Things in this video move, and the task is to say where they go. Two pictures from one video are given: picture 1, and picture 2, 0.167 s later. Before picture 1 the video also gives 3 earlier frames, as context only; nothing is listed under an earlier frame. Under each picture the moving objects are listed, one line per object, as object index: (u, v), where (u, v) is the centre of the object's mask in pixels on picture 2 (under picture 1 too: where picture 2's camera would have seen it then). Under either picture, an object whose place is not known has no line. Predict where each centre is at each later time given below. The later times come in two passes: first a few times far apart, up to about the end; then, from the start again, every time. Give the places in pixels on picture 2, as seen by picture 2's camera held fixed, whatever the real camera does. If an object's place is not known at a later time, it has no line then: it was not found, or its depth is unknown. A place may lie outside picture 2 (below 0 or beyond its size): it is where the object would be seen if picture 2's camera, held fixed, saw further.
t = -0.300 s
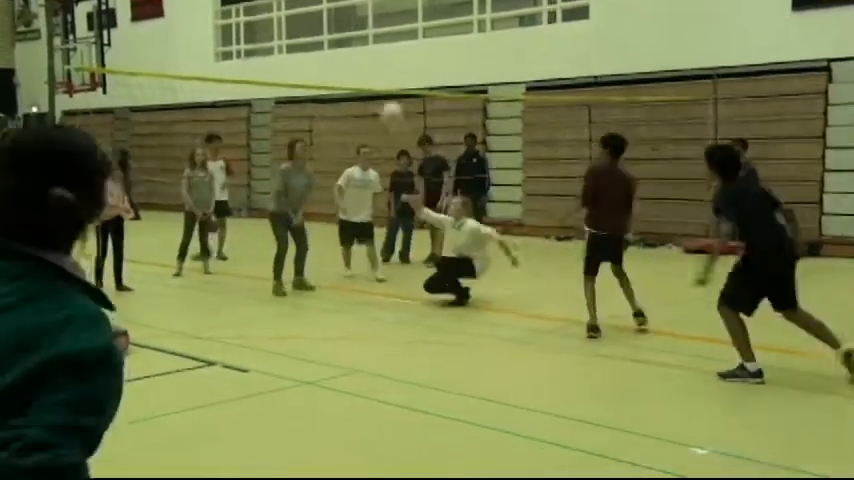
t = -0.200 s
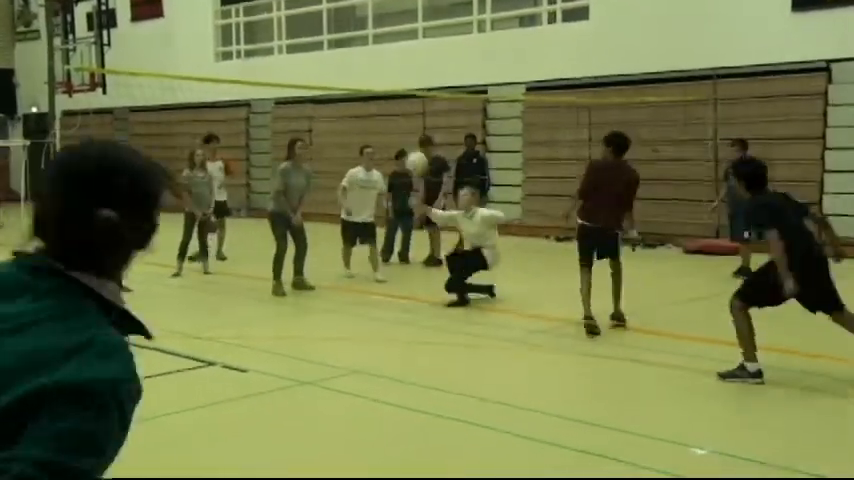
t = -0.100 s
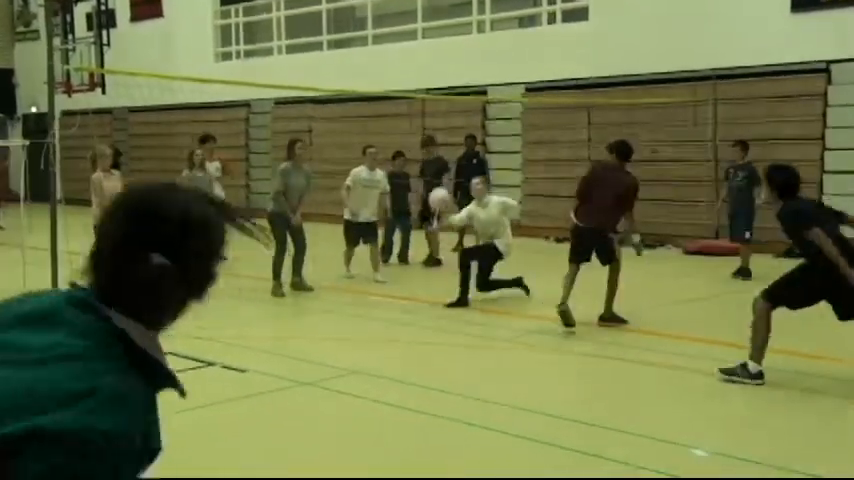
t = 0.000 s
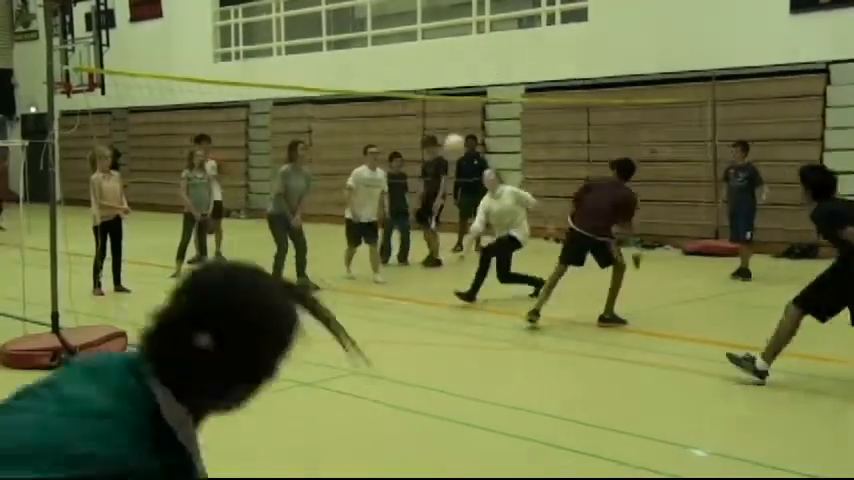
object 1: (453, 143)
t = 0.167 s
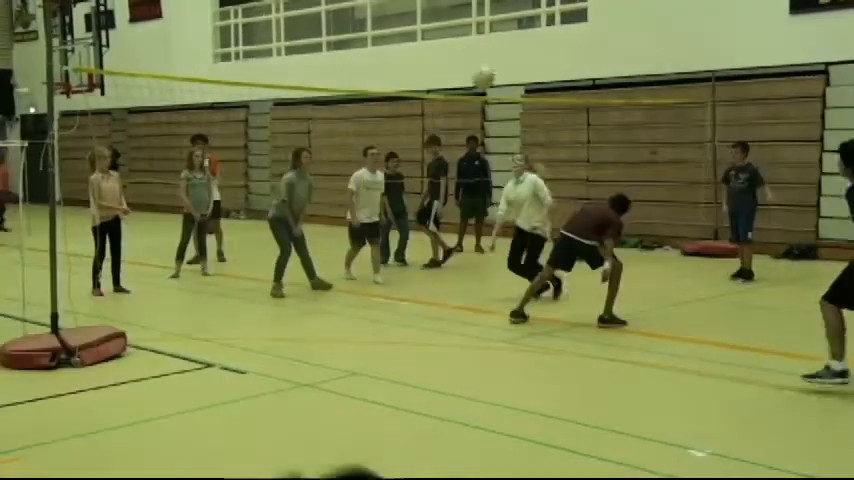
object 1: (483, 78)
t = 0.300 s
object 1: (507, 42)
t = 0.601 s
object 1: (565, 30)
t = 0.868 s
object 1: (618, 104)
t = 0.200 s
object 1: (488, 67)
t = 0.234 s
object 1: (494, 58)
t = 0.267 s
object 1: (501, 49)
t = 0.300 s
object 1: (507, 42)
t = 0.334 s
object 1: (513, 35)
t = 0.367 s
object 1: (520, 30)
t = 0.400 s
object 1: (525, 26)
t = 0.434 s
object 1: (532, 23)
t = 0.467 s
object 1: (539, 22)
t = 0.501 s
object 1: (546, 22)
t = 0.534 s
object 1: (552, 24)
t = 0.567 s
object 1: (559, 26)
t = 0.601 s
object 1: (565, 30)
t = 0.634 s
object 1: (572, 37)
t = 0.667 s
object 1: (579, 42)
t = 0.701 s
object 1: (585, 48)
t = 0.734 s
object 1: (592, 58)
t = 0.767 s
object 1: (599, 68)
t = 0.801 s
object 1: (608, 81)
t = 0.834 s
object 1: (612, 89)
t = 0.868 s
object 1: (618, 104)
